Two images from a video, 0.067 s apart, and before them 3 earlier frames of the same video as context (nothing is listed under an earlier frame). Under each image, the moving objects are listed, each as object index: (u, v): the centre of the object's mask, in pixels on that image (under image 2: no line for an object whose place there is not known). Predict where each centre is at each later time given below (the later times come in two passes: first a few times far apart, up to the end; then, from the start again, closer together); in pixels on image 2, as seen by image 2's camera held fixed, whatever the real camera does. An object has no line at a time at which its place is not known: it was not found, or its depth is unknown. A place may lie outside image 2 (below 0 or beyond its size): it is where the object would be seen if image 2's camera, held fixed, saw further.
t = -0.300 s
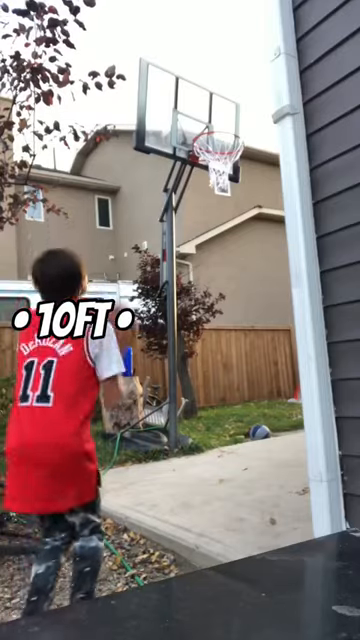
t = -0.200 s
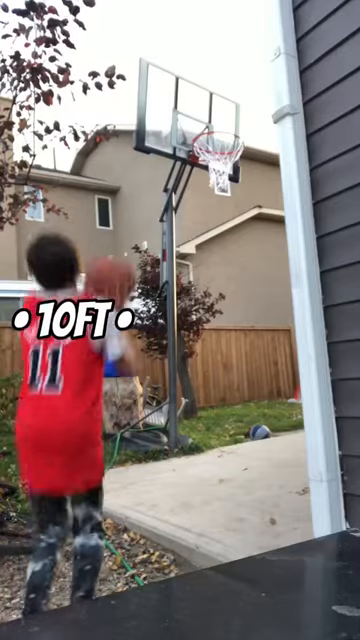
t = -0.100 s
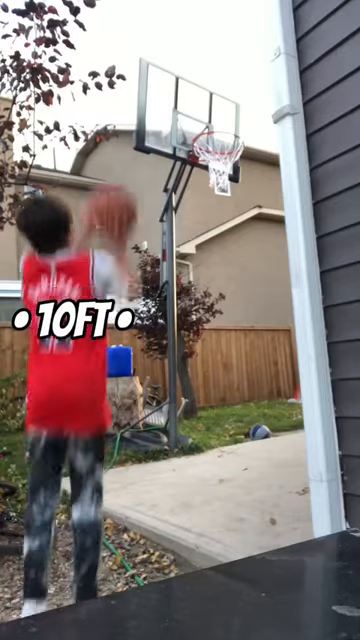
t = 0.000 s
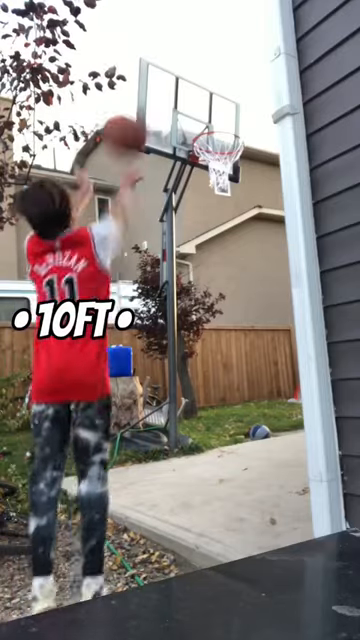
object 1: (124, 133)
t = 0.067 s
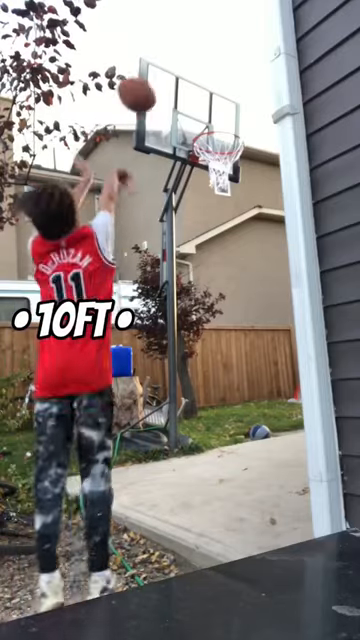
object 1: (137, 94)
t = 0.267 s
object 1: (163, 47)
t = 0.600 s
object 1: (196, 89)
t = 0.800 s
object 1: (219, 148)
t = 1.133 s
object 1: (235, 252)
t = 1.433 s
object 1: (264, 427)
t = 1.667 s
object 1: (258, 354)
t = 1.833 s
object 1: (254, 313)
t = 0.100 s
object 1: (142, 81)
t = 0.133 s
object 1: (146, 70)
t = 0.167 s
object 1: (151, 61)
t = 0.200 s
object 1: (155, 55)
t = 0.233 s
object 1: (159, 50)
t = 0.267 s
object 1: (163, 47)
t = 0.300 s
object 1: (167, 46)
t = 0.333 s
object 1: (170, 46)
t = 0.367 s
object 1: (174, 48)
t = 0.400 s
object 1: (177, 51)
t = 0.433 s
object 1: (180, 55)
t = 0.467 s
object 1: (184, 60)
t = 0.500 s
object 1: (187, 66)
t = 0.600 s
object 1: (196, 89)
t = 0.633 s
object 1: (199, 98)
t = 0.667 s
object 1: (202, 109)
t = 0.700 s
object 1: (205, 120)
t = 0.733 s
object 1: (207, 130)
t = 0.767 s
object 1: (211, 143)
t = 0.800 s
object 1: (219, 148)
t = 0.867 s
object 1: (216, 176)
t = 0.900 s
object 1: (218, 181)
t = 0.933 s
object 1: (220, 187)
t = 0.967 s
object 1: (222, 194)
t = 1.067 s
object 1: (230, 225)
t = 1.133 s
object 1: (235, 252)
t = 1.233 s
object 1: (243, 301)
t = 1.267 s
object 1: (245, 317)
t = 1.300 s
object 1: (250, 338)
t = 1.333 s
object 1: (251, 360)
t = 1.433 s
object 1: (264, 427)
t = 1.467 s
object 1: (266, 441)
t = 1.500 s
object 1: (265, 423)
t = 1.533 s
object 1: (262, 404)
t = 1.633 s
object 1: (258, 364)
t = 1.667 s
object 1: (258, 354)
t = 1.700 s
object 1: (256, 342)
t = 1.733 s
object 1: (256, 334)
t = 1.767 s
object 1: (255, 326)
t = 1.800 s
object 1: (254, 318)
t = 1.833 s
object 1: (254, 313)
